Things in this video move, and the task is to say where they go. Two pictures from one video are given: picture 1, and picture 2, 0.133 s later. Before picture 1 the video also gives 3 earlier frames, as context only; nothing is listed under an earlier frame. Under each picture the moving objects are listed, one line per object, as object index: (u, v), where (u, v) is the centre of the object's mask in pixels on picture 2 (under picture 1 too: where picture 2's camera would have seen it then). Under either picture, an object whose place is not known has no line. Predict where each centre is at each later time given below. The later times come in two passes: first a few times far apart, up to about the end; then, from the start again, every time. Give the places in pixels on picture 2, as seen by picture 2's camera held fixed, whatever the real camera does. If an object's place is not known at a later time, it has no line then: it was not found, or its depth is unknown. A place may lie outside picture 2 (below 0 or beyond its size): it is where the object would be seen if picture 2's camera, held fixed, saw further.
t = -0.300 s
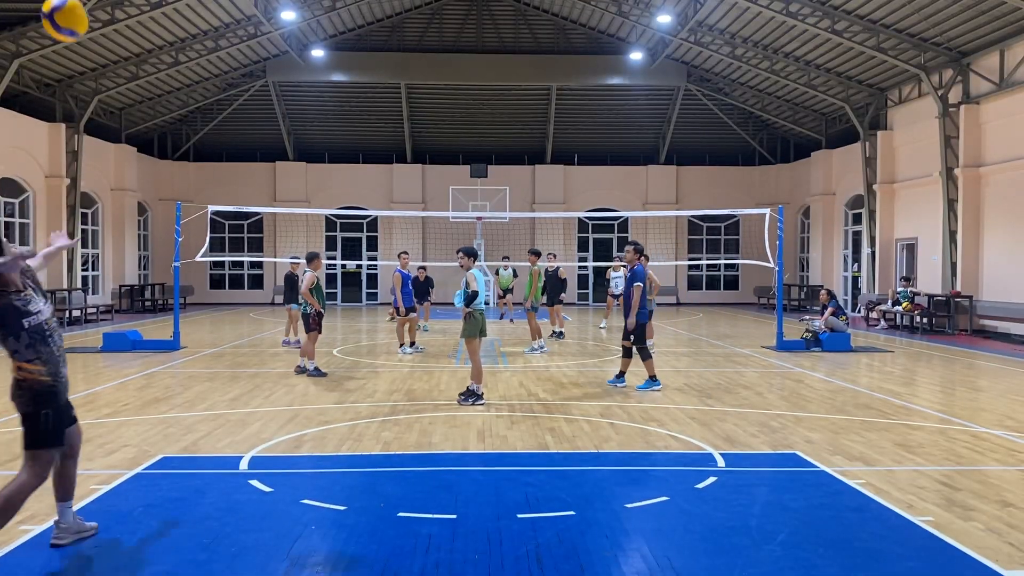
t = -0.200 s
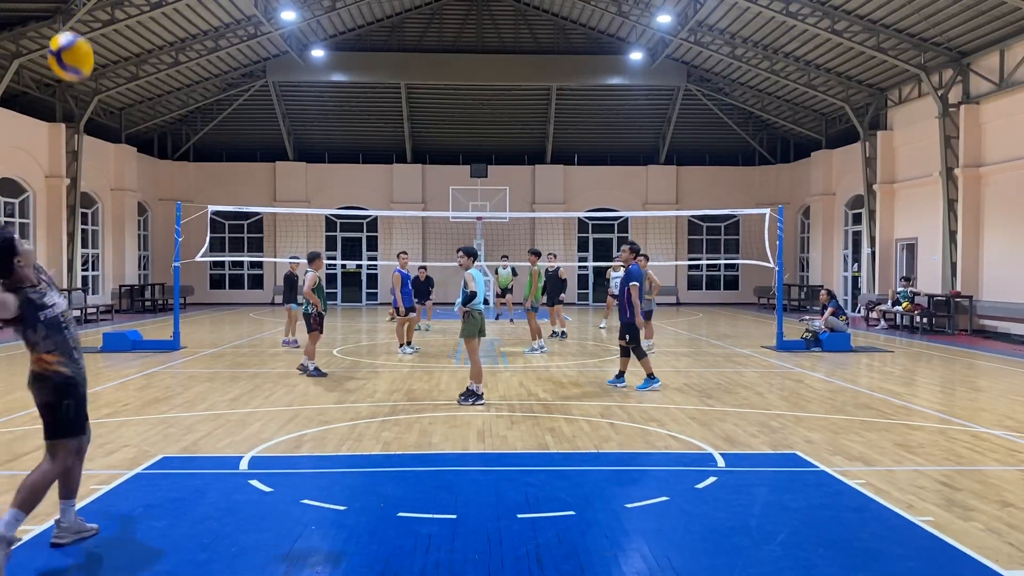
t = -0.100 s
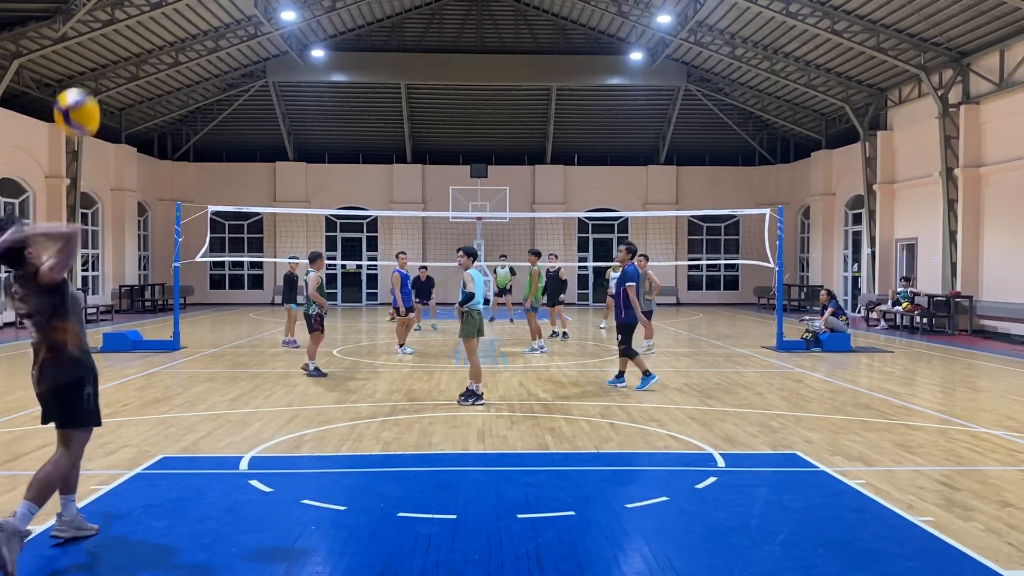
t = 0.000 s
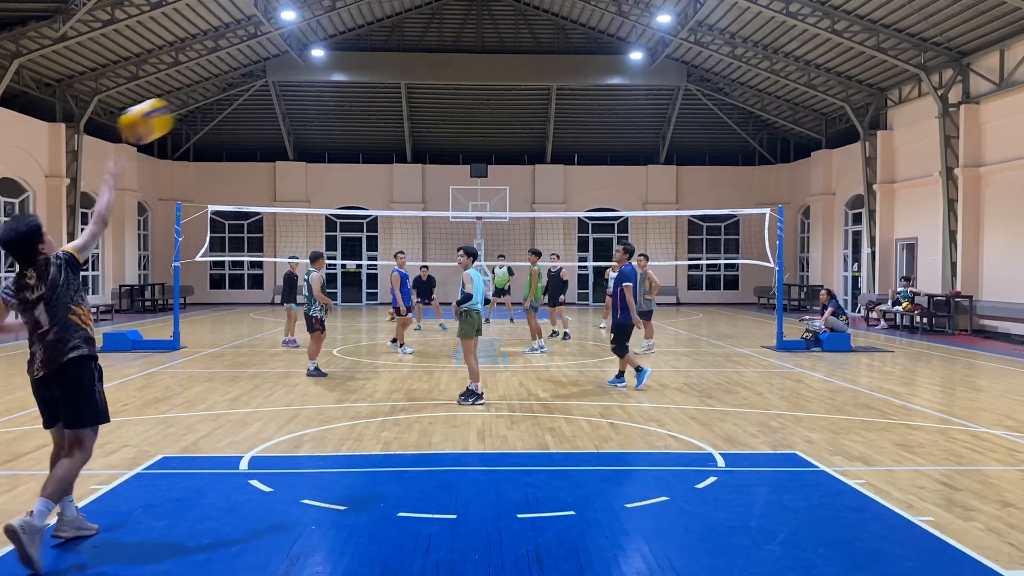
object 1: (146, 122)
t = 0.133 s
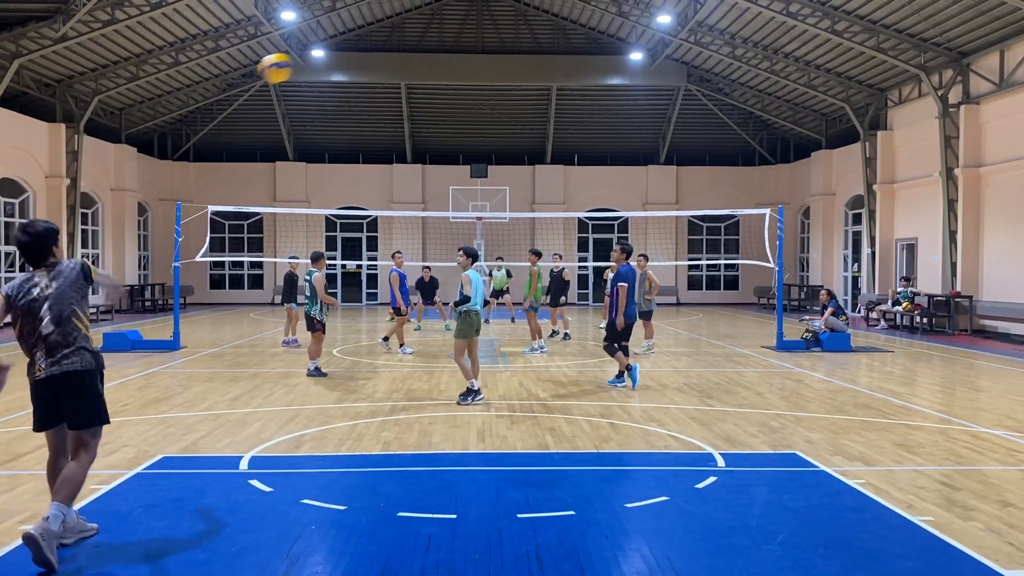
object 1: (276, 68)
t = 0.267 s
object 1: (349, 52)
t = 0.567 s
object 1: (435, 80)
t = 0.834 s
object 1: (471, 136)
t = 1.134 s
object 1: (492, 210)
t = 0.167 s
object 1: (297, 62)
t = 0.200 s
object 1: (317, 57)
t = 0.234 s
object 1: (335, 54)
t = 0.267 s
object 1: (349, 52)
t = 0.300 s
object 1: (363, 52)
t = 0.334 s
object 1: (375, 53)
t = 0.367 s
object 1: (387, 54)
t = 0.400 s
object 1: (397, 57)
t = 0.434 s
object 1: (406, 60)
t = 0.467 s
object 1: (414, 65)
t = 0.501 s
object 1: (422, 69)
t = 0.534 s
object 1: (429, 75)
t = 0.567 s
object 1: (435, 80)
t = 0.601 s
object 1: (441, 86)
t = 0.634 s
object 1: (447, 93)
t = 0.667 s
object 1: (451, 99)
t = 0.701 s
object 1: (456, 106)
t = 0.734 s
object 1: (460, 114)
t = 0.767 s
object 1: (464, 121)
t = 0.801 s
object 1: (467, 129)
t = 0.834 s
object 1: (471, 136)
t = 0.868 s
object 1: (474, 144)
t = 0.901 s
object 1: (477, 152)
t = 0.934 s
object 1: (480, 160)
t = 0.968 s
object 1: (482, 169)
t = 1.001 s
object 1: (485, 177)
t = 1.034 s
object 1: (487, 186)
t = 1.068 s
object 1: (489, 195)
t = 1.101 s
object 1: (490, 205)
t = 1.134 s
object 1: (492, 210)
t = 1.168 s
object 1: (495, 224)
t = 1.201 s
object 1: (495, 233)
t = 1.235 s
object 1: (496, 242)
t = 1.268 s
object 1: (497, 252)
